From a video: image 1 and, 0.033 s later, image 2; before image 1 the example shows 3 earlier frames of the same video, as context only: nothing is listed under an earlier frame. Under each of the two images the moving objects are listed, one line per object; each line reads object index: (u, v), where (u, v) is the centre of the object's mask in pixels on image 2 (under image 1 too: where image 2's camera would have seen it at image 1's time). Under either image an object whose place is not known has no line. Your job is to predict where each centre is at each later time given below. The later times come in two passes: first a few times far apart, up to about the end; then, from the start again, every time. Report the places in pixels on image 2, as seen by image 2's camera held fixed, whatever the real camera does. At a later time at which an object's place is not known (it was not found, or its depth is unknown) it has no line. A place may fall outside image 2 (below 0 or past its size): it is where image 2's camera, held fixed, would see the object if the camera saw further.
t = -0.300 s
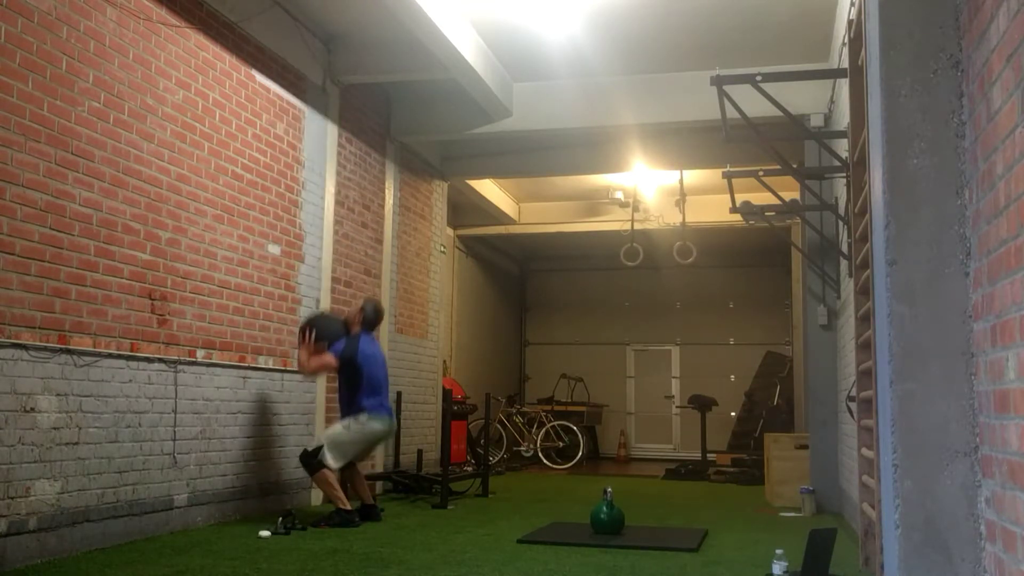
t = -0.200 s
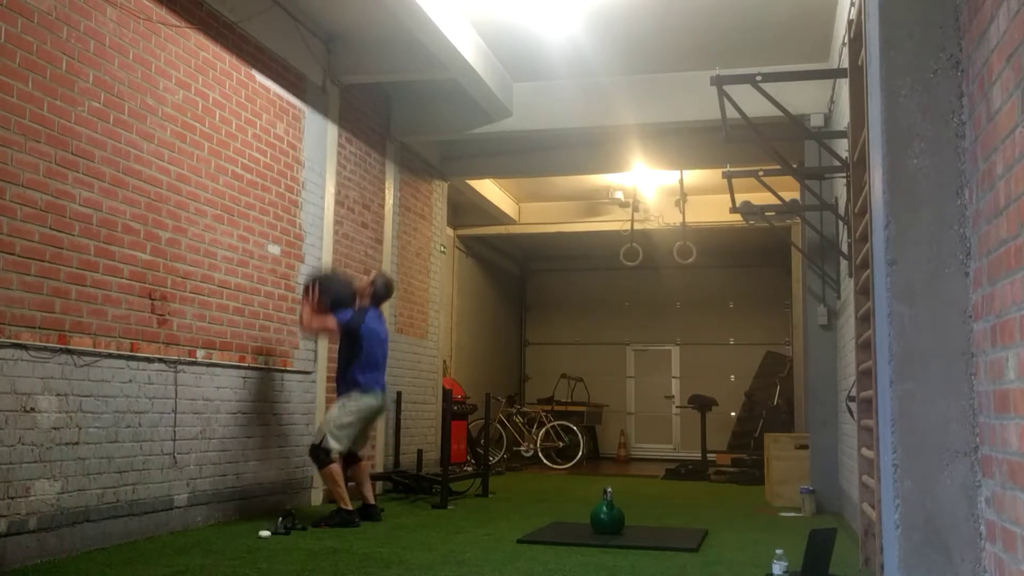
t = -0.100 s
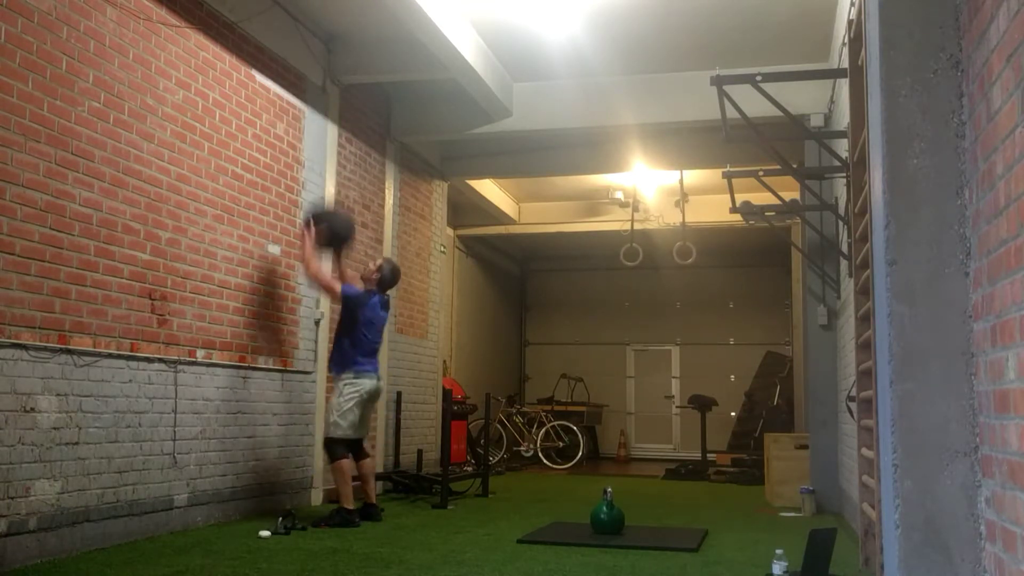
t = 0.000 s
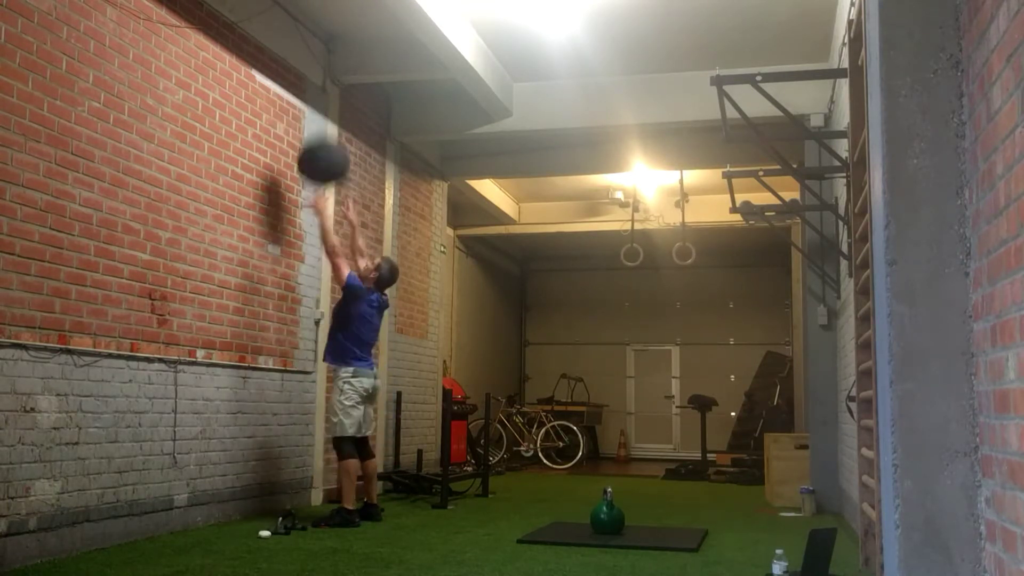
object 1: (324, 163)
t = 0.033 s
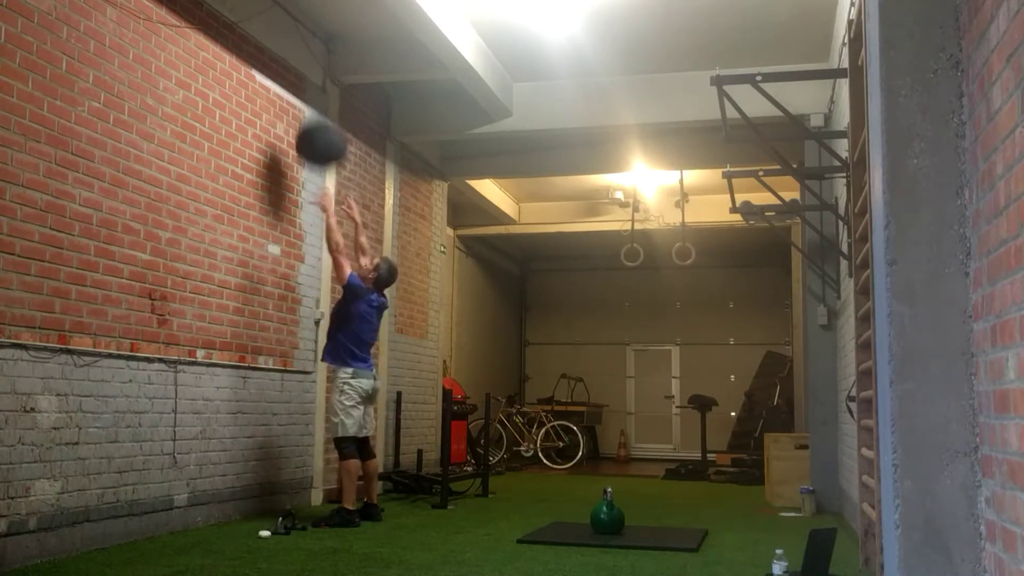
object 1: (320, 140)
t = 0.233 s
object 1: (308, 67)
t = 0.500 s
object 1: (300, 49)
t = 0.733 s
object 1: (311, 103)
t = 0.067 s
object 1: (319, 124)
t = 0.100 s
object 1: (318, 109)
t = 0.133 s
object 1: (315, 96)
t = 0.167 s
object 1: (313, 85)
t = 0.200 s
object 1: (310, 75)
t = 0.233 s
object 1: (308, 67)
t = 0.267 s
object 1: (307, 59)
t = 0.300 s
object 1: (303, 54)
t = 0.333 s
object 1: (300, 50)
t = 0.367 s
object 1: (298, 48)
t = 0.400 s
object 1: (297, 46)
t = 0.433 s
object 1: (298, 46)
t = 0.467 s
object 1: (299, 46)
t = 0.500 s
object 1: (300, 49)
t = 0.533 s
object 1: (302, 52)
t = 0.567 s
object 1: (305, 57)
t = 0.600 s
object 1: (307, 64)
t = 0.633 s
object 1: (308, 72)
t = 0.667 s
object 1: (309, 80)
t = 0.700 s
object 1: (312, 91)
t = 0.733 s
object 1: (311, 103)
